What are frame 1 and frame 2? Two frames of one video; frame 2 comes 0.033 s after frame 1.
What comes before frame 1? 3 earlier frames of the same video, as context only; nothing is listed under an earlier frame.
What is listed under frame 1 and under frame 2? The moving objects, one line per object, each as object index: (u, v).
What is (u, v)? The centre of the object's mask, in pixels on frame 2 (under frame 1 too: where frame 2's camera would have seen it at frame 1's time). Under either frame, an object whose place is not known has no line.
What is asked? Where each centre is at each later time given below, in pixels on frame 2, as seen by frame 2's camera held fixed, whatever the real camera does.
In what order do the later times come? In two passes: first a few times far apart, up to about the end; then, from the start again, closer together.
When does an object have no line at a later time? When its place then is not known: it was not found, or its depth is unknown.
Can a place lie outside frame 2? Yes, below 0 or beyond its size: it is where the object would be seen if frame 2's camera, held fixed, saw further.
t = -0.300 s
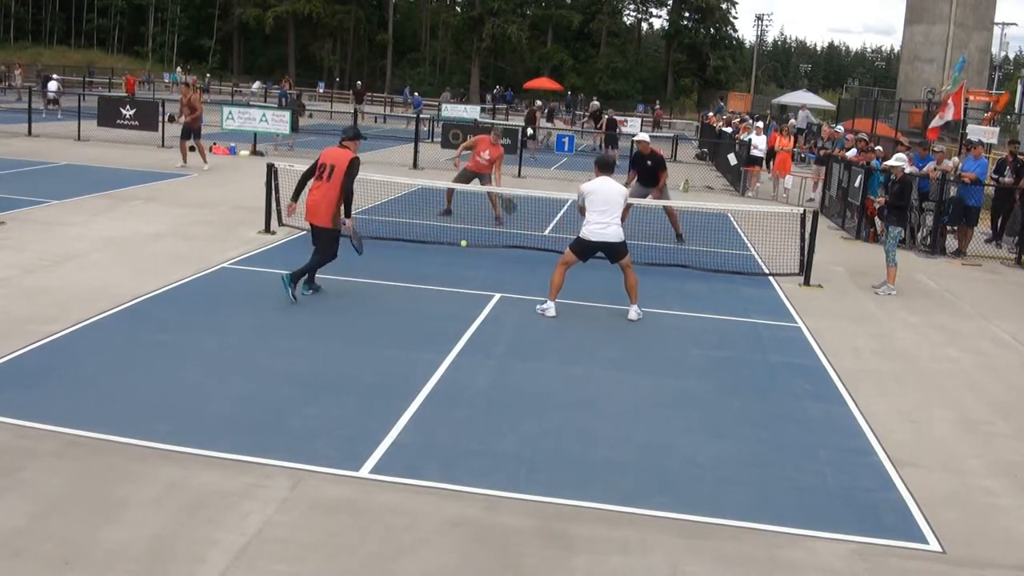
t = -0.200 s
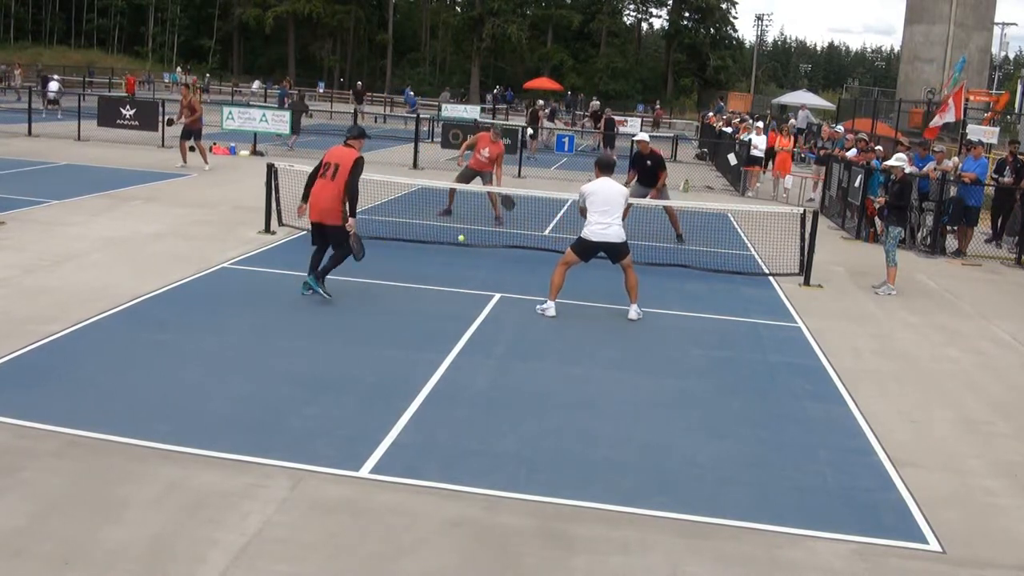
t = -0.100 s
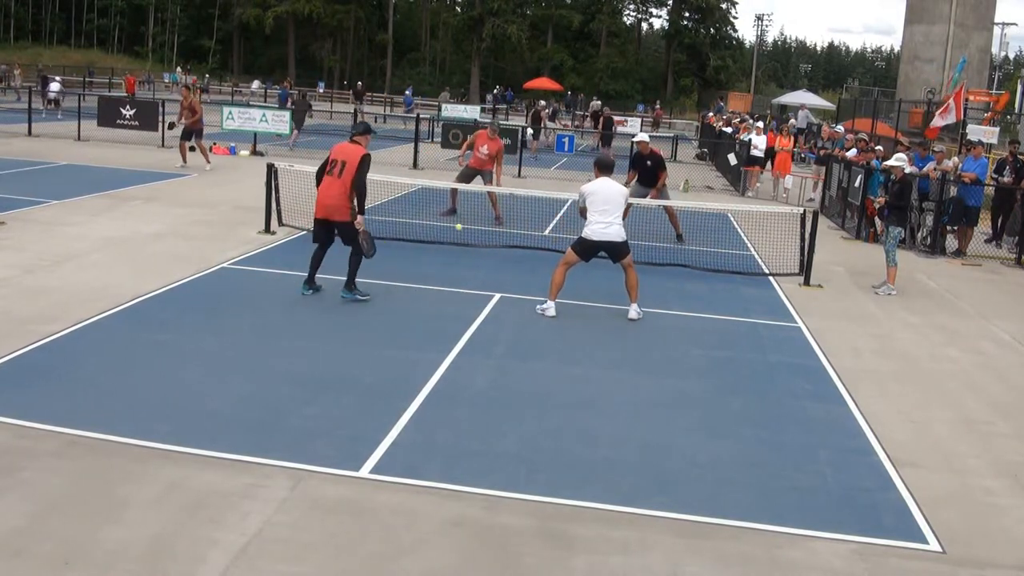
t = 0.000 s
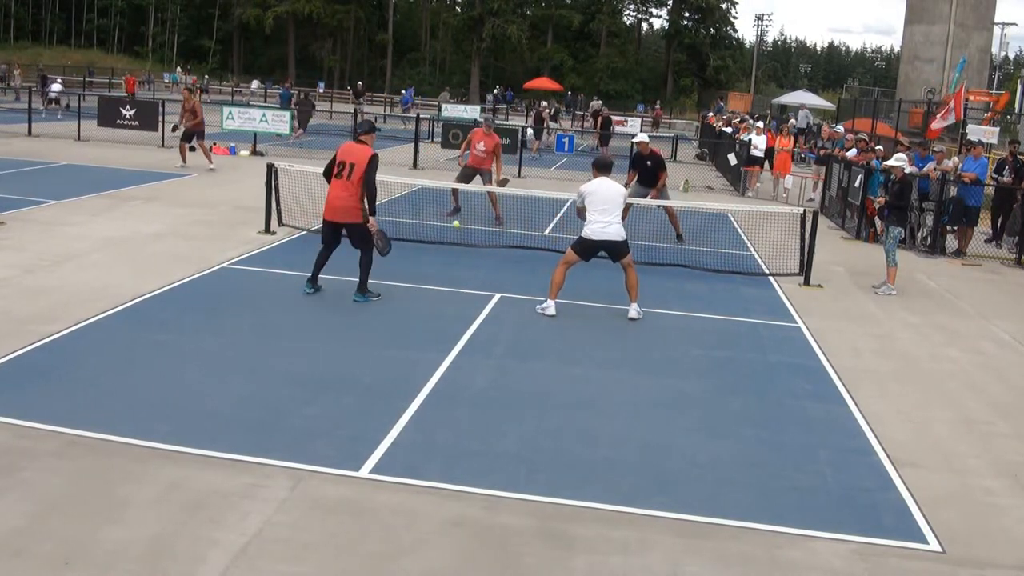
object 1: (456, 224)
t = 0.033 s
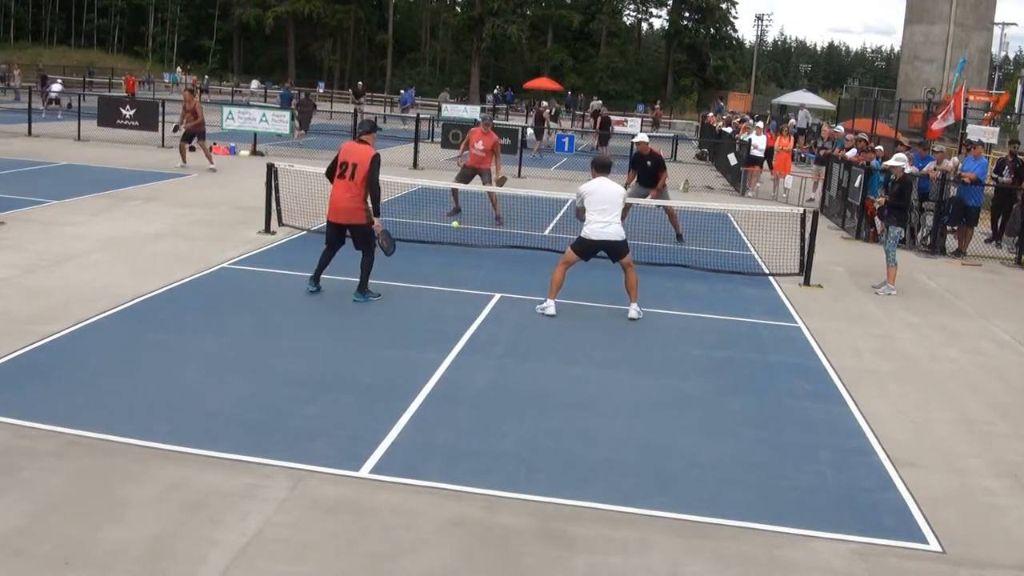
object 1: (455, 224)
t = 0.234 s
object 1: (446, 248)
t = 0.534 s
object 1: (437, 244)
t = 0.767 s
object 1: (427, 256)
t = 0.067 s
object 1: (453, 226)
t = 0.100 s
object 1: (451, 228)
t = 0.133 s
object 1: (450, 232)
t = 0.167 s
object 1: (449, 236)
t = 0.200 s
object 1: (447, 242)
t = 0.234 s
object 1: (446, 248)
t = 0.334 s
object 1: (442, 252)
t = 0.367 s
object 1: (441, 248)
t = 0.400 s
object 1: (441, 245)
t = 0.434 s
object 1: (440, 243)
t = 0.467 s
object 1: (439, 243)
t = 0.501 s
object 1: (438, 243)
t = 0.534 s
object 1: (437, 244)
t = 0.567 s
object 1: (435, 245)
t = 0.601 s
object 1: (434, 248)
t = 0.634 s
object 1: (433, 252)
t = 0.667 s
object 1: (431, 257)
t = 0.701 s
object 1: (430, 262)
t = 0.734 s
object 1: (428, 259)
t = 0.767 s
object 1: (427, 256)
